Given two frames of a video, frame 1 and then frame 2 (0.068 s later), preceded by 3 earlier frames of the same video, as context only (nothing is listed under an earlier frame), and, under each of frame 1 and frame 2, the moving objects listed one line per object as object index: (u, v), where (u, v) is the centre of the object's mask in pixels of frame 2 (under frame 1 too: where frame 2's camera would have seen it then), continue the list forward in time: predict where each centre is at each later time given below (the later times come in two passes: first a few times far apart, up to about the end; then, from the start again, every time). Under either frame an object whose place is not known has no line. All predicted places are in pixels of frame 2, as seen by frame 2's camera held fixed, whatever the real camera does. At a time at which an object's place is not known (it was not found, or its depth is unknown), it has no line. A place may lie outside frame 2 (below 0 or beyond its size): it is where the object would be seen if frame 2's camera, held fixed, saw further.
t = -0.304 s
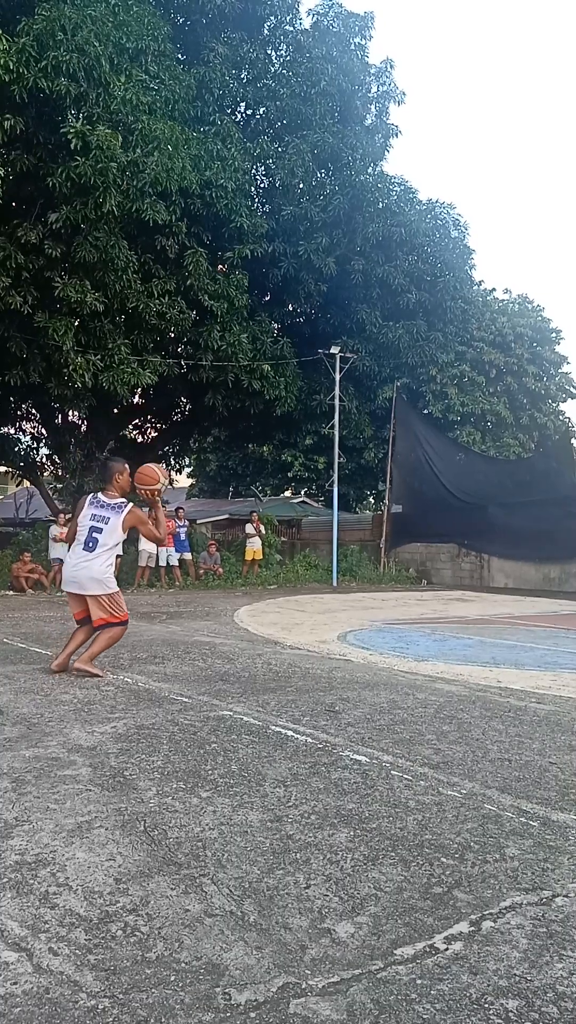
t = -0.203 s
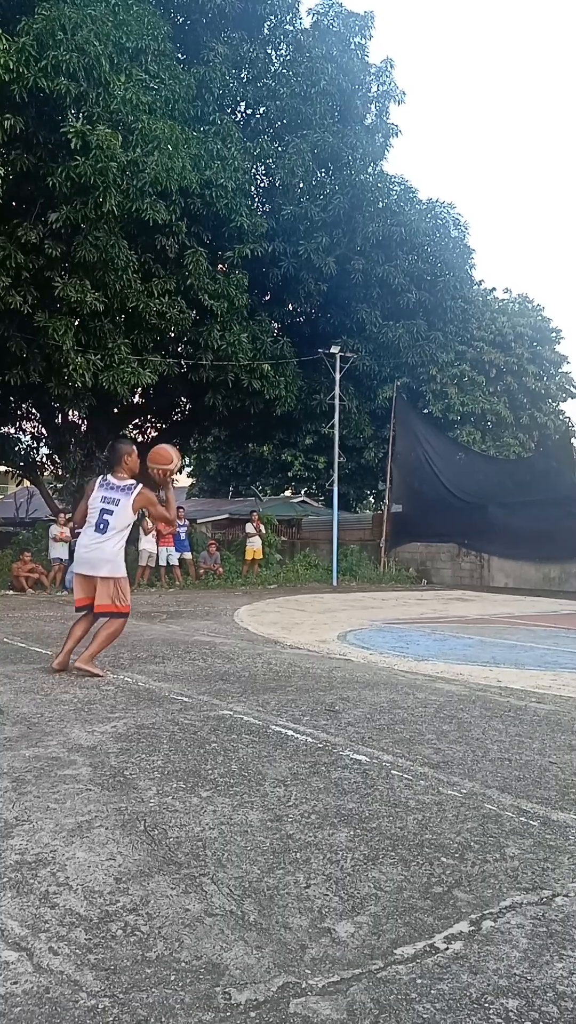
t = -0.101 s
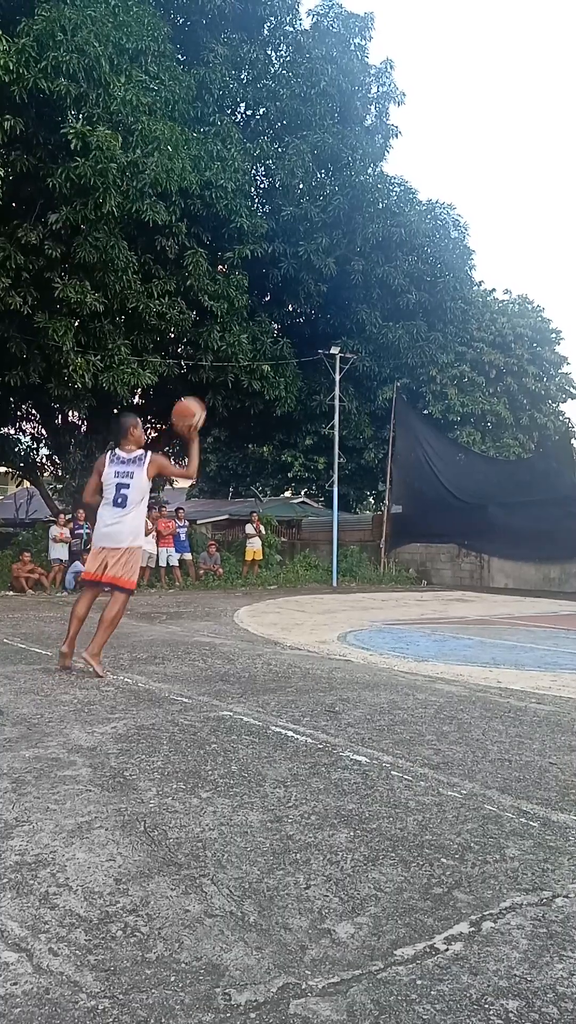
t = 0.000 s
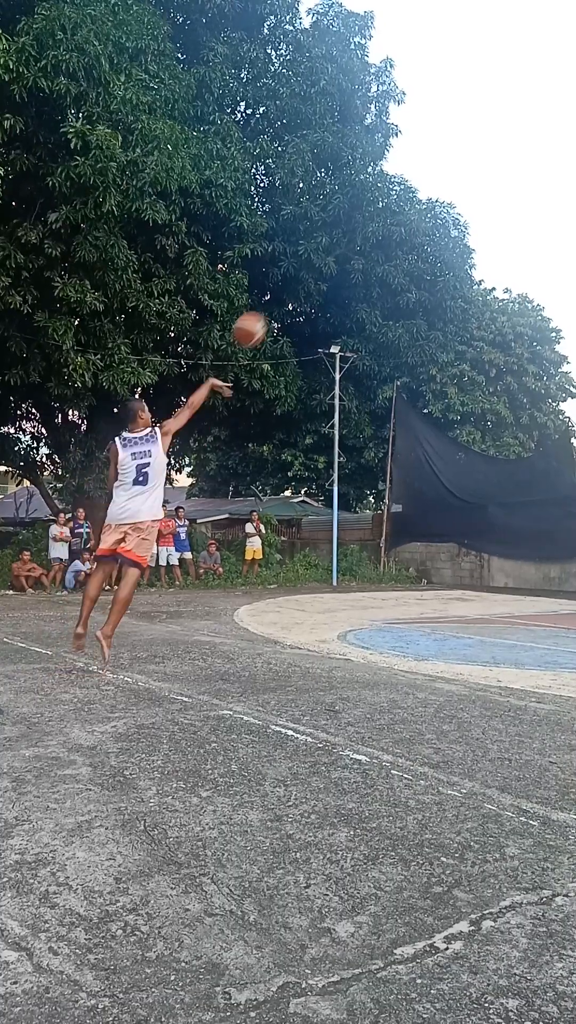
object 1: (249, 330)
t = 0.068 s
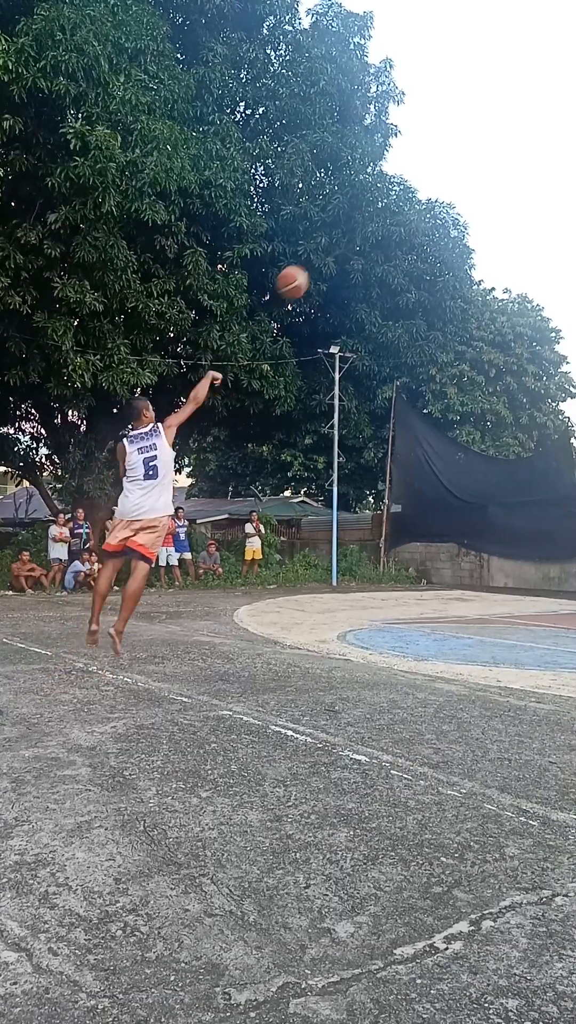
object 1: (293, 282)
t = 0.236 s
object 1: (389, 196)
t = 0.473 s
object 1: (499, 149)
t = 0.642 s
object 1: (563, 149)
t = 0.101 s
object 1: (313, 262)
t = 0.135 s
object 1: (333, 242)
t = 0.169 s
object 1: (352, 225)
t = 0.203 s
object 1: (371, 209)
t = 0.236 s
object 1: (389, 196)
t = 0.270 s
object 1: (406, 186)
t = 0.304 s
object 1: (423, 175)
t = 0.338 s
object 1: (439, 166)
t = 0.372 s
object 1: (455, 159)
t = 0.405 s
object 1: (470, 154)
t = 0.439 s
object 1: (485, 151)
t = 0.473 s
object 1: (499, 149)
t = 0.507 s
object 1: (513, 147)
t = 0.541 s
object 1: (526, 146)
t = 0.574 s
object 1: (538, 146)
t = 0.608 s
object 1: (551, 147)
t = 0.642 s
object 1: (563, 149)
